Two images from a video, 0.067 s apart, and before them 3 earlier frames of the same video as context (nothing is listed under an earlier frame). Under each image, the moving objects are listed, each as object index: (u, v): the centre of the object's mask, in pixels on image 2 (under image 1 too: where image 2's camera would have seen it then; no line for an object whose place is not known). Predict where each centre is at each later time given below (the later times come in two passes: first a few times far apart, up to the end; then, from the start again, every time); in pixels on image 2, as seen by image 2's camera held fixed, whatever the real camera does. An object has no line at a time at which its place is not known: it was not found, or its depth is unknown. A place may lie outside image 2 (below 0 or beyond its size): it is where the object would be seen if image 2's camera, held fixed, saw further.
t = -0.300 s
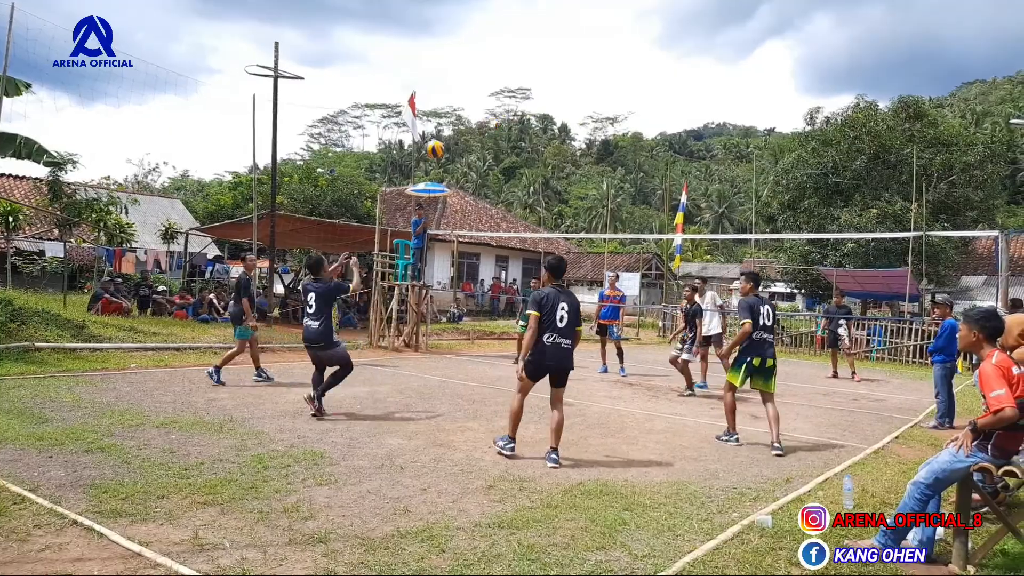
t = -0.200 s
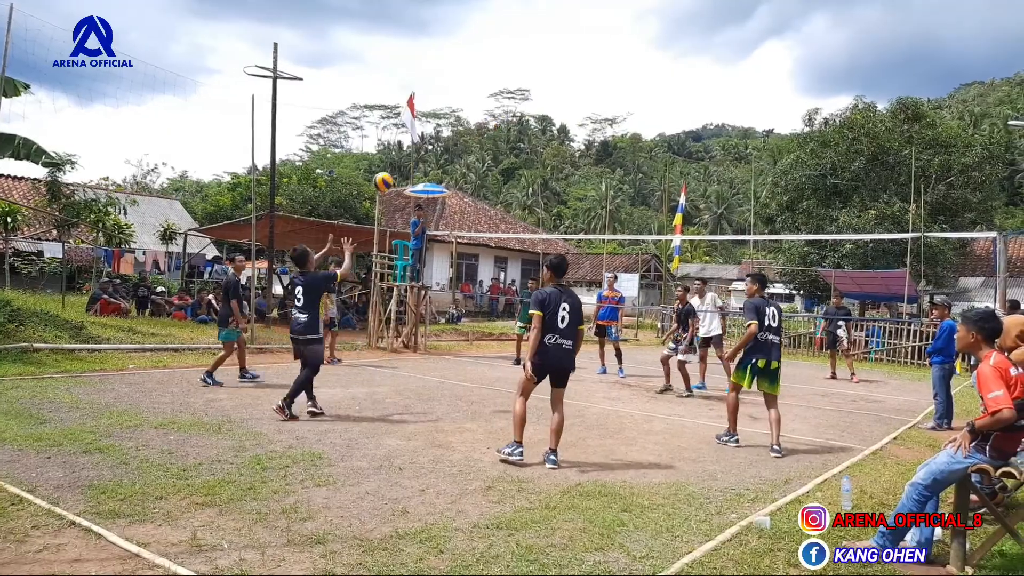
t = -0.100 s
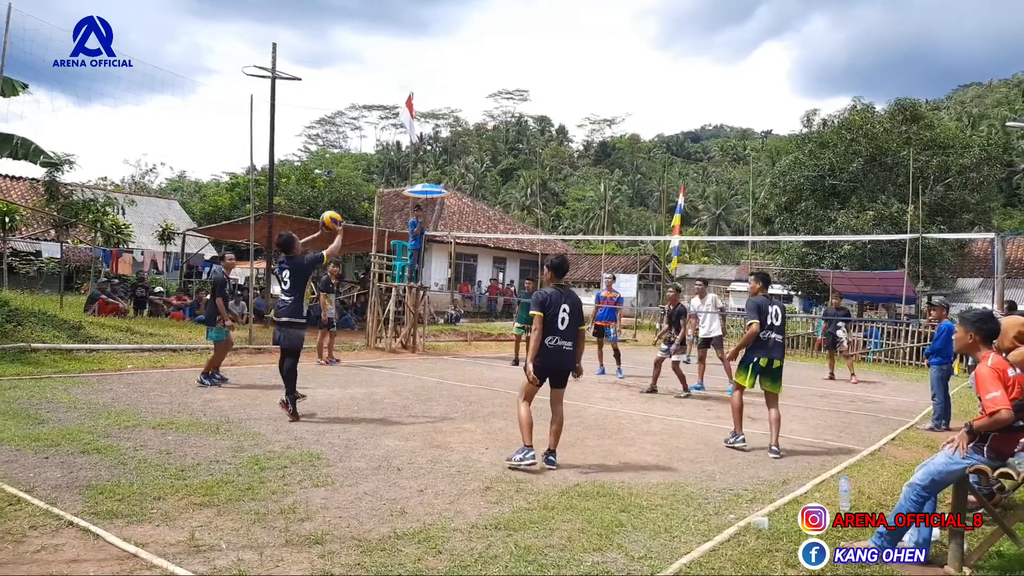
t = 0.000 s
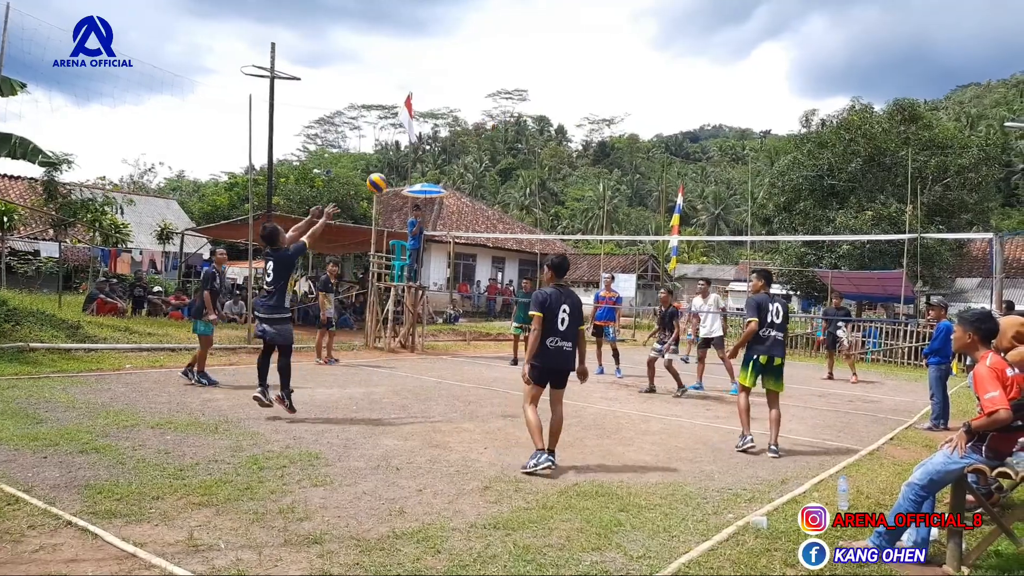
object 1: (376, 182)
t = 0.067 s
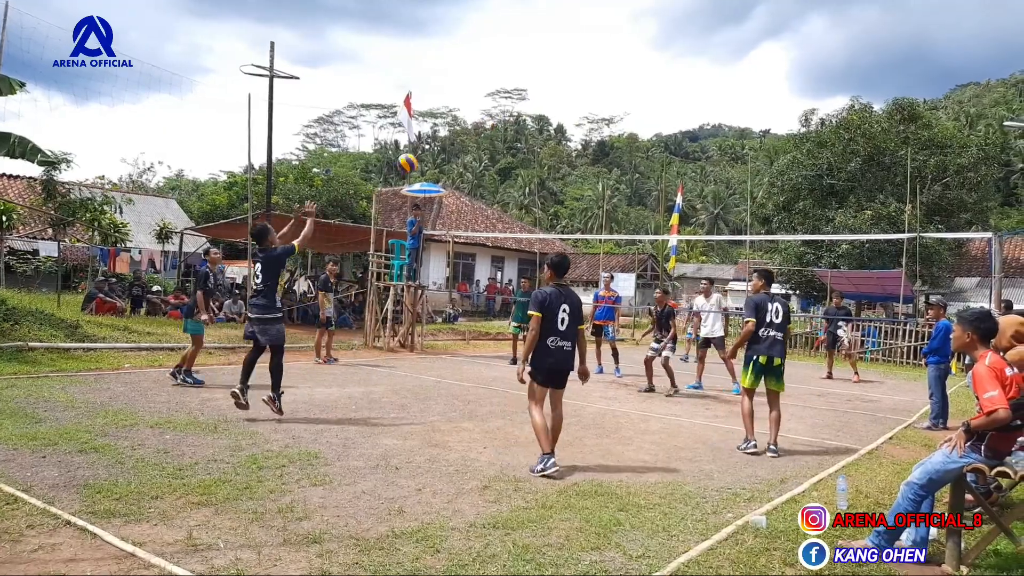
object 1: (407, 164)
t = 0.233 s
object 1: (476, 136)
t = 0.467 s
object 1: (556, 142)
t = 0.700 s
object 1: (621, 187)
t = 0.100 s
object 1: (421, 156)
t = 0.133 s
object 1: (436, 149)
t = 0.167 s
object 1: (450, 144)
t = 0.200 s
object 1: (463, 139)
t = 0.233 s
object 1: (476, 136)
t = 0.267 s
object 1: (488, 135)
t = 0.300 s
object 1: (501, 134)
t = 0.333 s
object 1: (513, 134)
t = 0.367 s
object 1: (524, 135)
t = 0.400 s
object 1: (535, 136)
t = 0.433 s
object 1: (546, 138)
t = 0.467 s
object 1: (556, 142)
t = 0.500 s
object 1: (566, 146)
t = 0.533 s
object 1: (576, 151)
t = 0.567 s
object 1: (585, 157)
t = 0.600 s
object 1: (594, 163)
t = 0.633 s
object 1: (603, 171)
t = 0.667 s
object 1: (612, 178)
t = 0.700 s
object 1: (621, 187)
